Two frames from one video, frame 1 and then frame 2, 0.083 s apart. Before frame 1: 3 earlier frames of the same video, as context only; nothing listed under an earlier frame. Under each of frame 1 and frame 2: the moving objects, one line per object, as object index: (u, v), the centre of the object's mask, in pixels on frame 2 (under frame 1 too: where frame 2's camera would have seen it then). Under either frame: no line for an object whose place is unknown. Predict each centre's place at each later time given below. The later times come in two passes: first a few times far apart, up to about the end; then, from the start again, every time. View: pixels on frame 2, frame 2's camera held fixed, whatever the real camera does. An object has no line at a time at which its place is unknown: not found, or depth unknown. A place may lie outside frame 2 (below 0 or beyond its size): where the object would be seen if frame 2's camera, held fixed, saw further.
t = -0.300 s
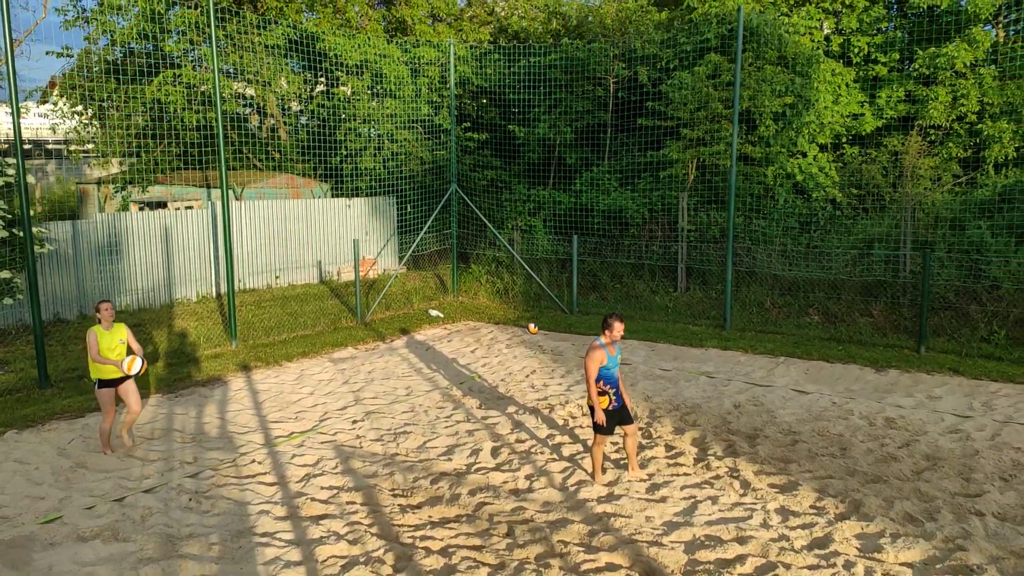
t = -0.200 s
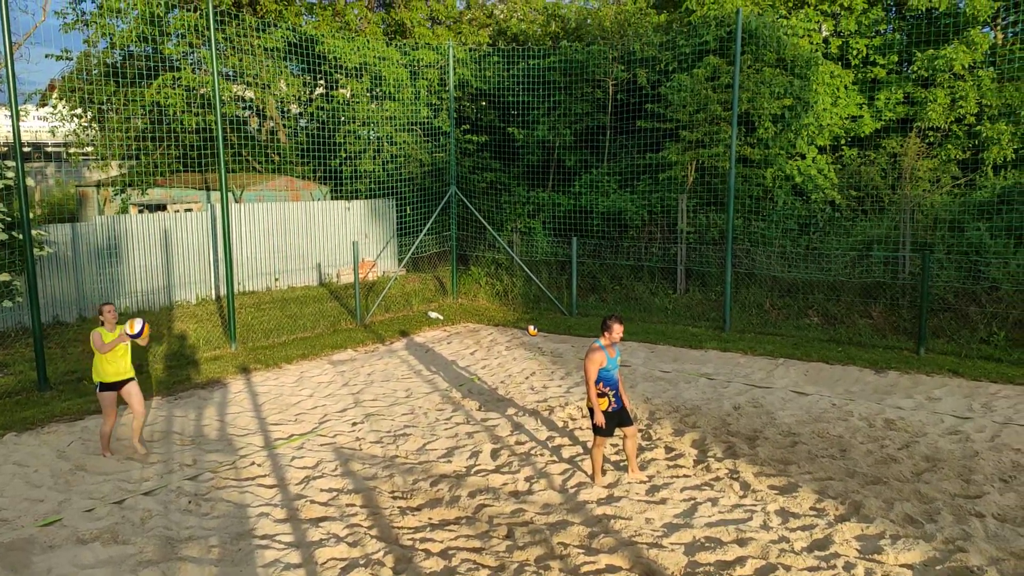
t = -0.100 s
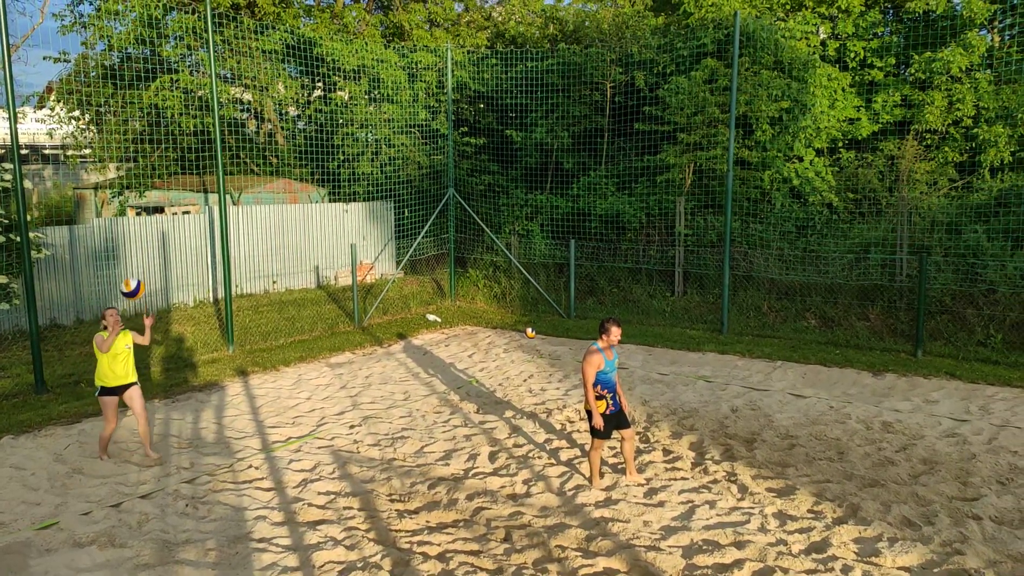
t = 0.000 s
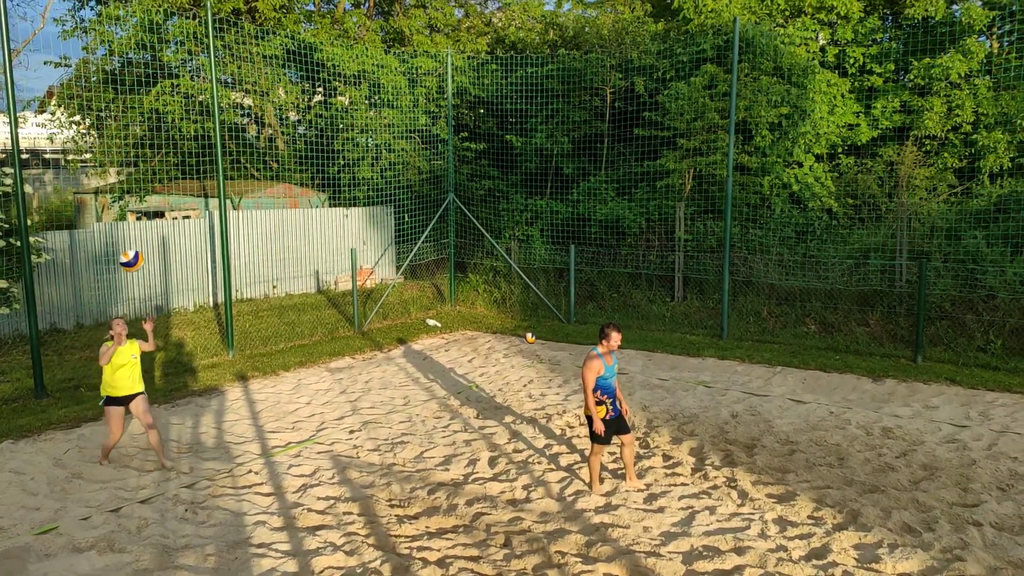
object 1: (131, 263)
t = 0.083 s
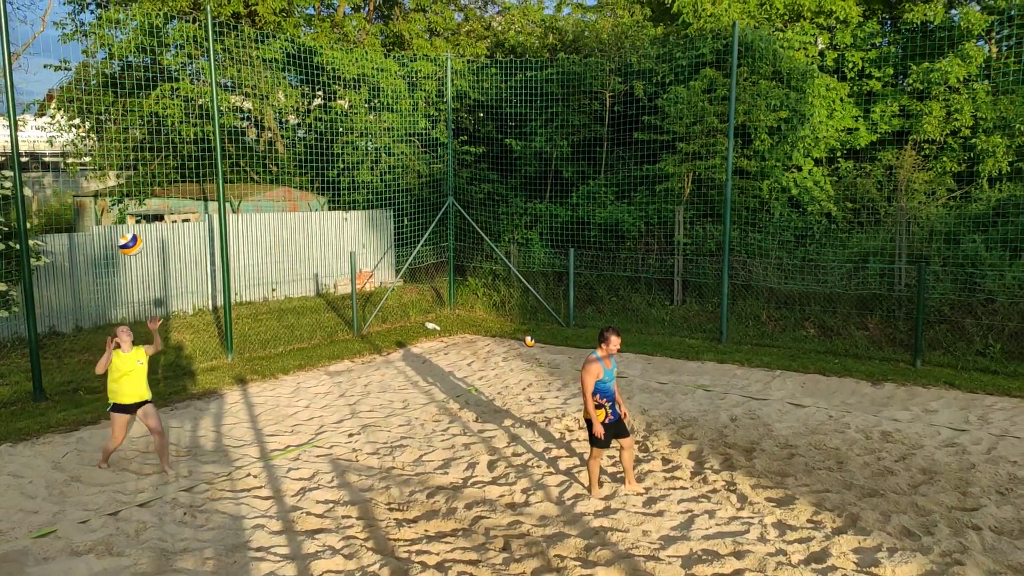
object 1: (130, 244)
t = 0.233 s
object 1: (131, 226)
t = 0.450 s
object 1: (135, 240)
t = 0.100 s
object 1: (130, 241)
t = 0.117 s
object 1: (130, 238)
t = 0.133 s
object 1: (130, 236)
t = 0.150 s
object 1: (130, 233)
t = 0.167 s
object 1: (130, 231)
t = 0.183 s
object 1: (131, 230)
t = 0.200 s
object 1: (131, 228)
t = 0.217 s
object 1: (131, 227)
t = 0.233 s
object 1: (131, 226)
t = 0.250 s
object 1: (131, 225)
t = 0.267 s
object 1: (131, 225)
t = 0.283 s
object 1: (131, 225)
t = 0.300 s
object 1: (132, 225)
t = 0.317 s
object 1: (132, 225)
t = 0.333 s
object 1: (133, 226)
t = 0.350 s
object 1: (133, 227)
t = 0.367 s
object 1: (134, 228)
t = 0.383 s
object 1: (133, 230)
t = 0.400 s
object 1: (134, 232)
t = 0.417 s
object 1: (134, 235)
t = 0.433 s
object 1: (134, 238)
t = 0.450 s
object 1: (135, 240)
